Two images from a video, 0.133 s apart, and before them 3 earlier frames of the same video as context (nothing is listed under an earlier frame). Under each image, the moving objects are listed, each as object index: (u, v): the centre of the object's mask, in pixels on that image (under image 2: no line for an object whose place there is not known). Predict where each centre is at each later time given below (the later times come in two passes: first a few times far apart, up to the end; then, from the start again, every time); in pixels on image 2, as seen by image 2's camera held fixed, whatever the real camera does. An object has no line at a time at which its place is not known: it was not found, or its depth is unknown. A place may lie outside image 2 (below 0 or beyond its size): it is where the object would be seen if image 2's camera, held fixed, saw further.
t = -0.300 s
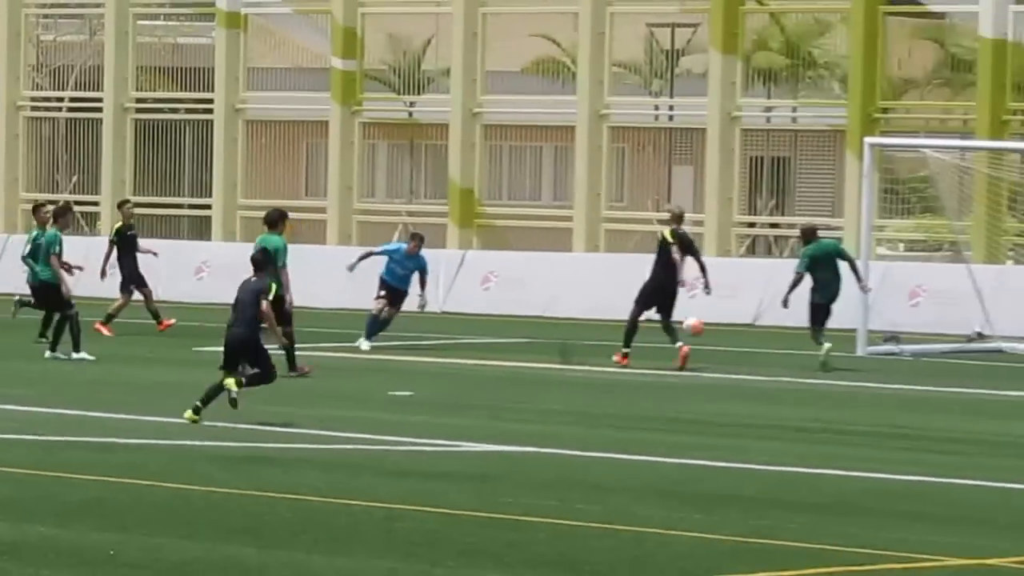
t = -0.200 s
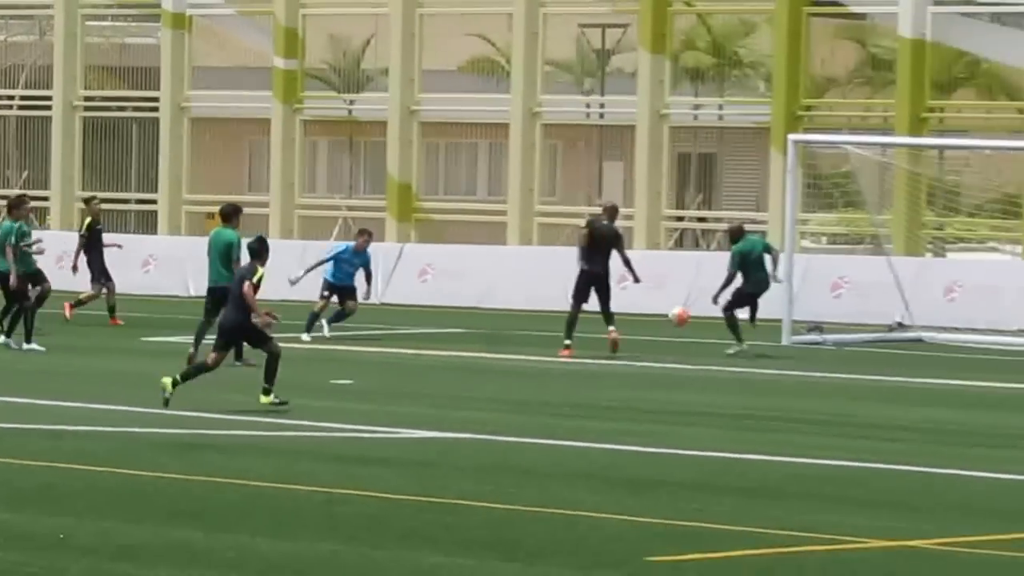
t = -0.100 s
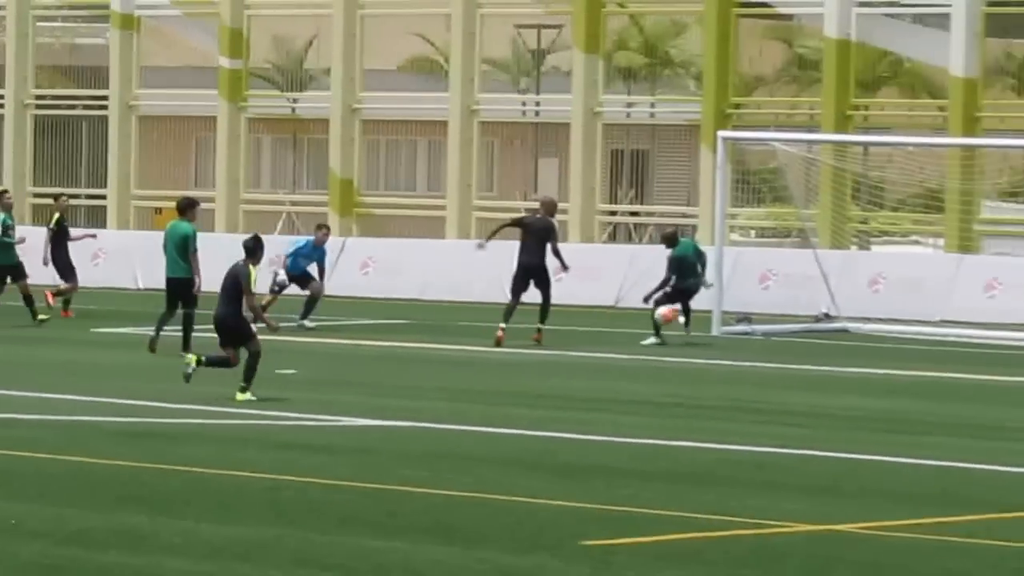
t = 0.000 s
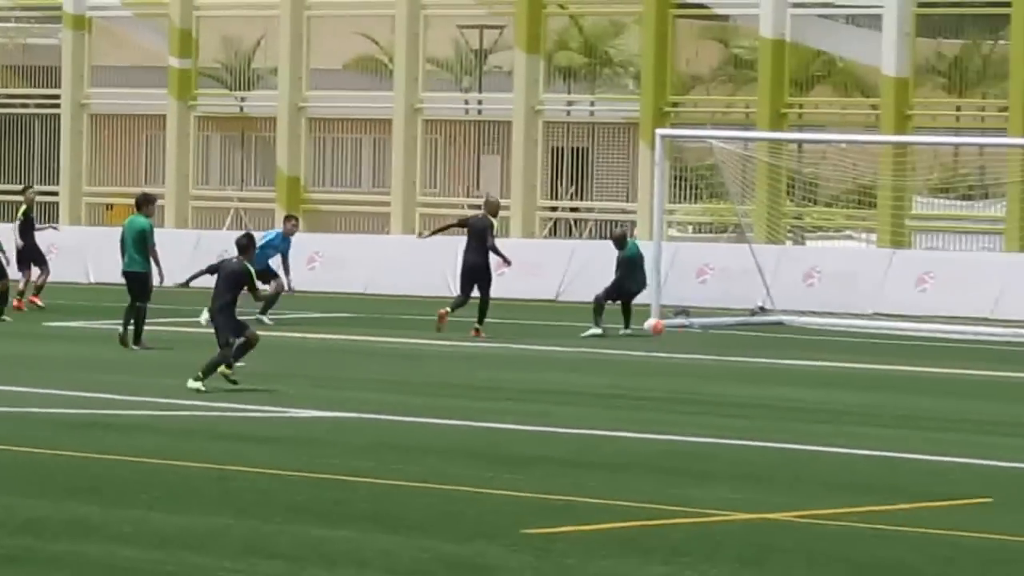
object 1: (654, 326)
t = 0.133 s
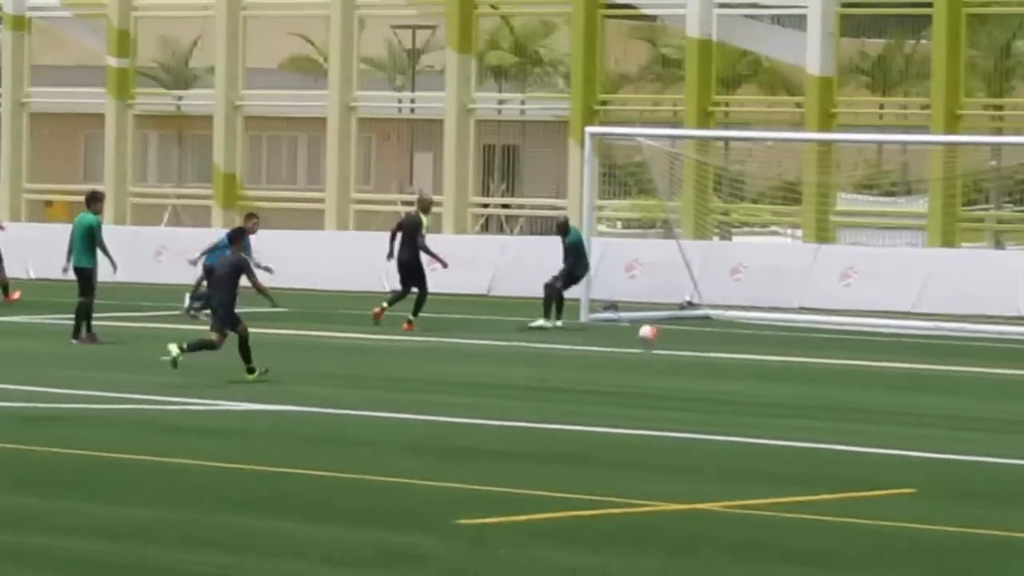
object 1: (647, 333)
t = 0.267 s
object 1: (713, 329)
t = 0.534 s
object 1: (841, 348)
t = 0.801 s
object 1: (966, 360)
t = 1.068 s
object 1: (1089, 374)
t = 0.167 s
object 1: (663, 331)
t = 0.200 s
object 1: (680, 330)
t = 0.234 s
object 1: (696, 329)
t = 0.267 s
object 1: (713, 329)
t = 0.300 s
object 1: (729, 331)
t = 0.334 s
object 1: (744, 333)
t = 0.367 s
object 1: (761, 336)
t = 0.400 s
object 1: (777, 341)
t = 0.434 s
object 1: (793, 347)
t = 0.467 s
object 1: (809, 352)
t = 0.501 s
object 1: (825, 349)
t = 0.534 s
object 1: (841, 348)
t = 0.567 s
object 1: (857, 348)
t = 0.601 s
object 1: (873, 348)
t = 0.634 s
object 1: (888, 350)
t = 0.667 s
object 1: (904, 353)
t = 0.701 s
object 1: (920, 357)
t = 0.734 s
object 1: (935, 361)
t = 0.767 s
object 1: (950, 360)
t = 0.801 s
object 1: (966, 360)
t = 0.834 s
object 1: (982, 361)
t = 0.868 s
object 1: (997, 363)
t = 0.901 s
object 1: (1012, 367)
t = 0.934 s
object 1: (1028, 368)
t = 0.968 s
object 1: (1043, 369)
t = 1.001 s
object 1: (1058, 370)
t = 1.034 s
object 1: (1073, 373)
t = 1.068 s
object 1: (1089, 374)
